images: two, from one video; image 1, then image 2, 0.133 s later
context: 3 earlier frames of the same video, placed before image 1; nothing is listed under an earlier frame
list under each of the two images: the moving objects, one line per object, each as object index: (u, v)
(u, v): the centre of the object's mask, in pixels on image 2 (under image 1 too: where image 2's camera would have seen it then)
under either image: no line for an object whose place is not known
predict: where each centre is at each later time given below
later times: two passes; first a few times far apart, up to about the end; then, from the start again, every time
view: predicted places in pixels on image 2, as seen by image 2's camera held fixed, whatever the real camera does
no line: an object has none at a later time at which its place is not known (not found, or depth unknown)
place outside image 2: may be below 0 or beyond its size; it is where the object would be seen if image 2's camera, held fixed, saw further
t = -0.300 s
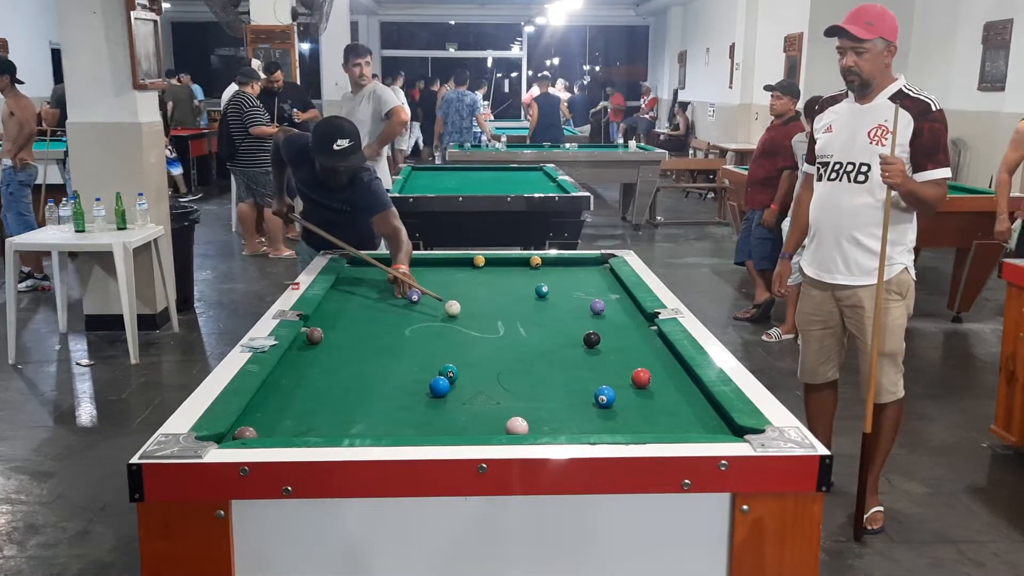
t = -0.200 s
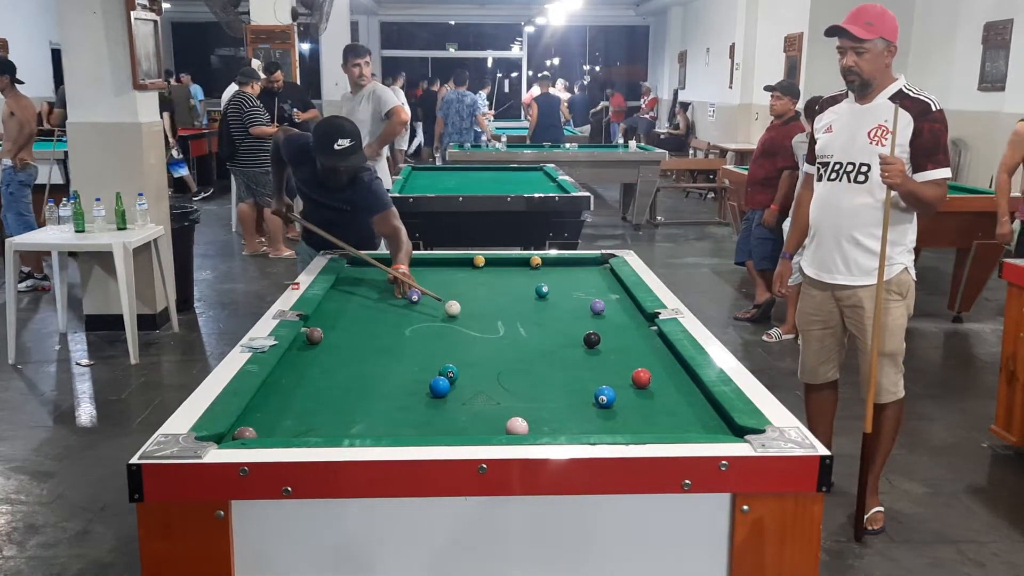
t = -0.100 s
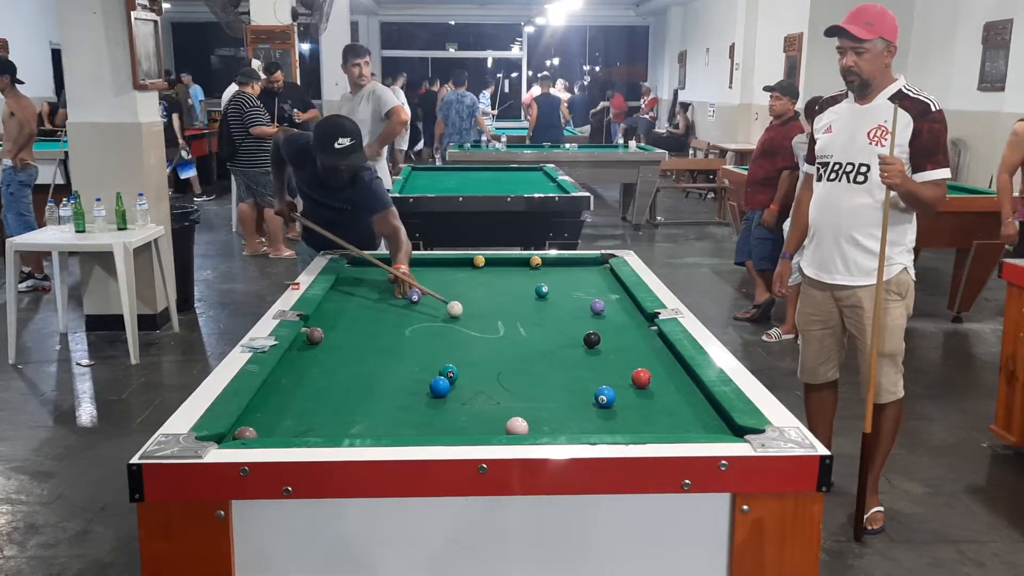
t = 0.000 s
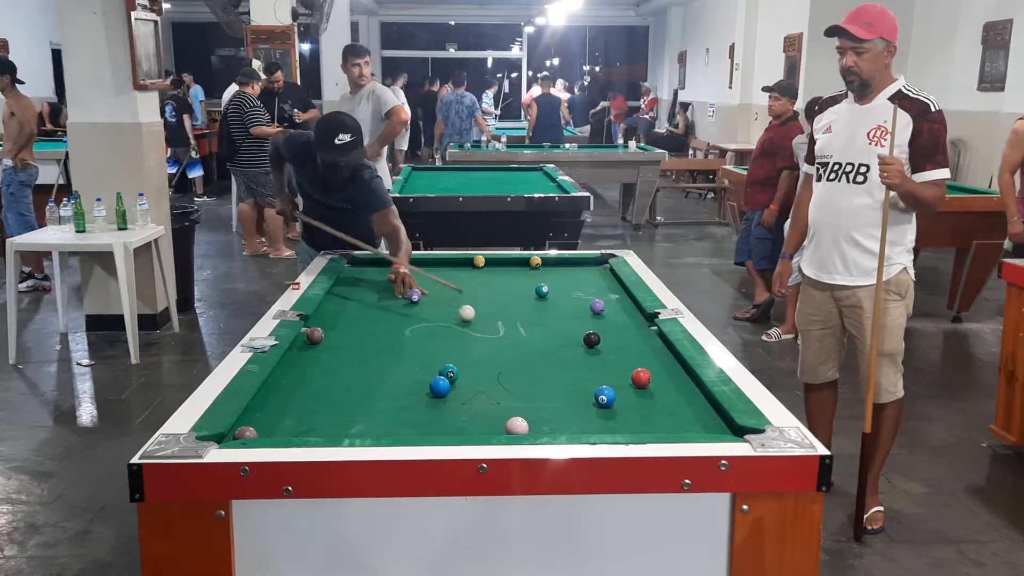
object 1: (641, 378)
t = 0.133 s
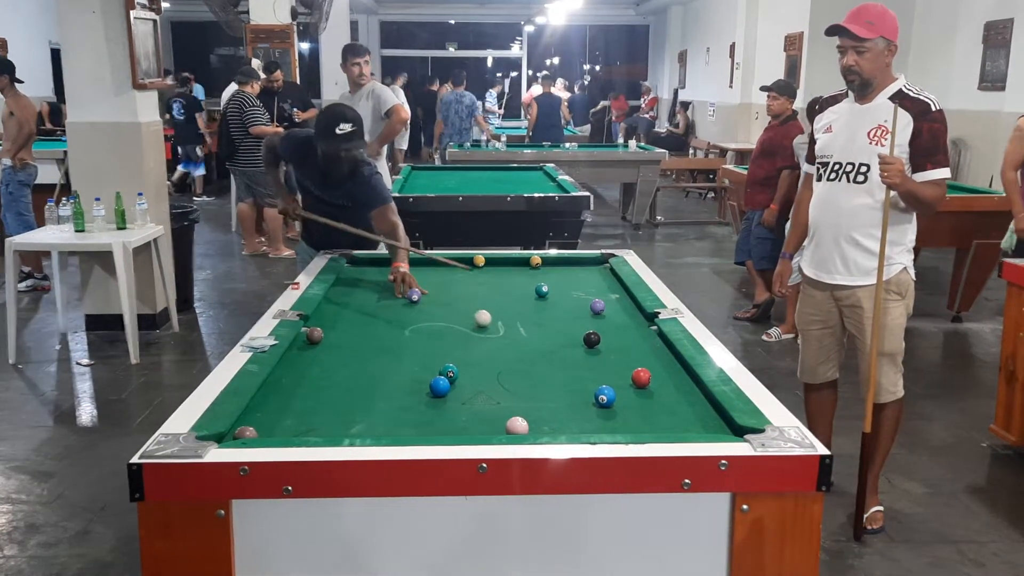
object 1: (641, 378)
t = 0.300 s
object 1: (641, 378)
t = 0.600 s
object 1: (641, 378)
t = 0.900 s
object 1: (641, 378)
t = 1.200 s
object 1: (641, 378)
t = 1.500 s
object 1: (651, 387)
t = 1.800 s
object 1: (661, 398)
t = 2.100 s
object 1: (672, 408)
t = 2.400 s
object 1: (683, 416)
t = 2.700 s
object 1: (691, 423)
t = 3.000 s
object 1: (698, 425)
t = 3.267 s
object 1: (704, 427)
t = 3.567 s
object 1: (706, 428)
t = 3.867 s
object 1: (706, 429)
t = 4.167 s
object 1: (705, 428)
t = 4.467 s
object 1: (705, 428)
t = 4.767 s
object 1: (704, 428)
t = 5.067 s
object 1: (704, 428)
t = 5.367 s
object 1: (705, 428)
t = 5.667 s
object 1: (705, 428)
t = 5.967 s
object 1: (704, 428)
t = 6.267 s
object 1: (704, 428)
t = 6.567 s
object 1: (705, 428)
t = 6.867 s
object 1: (705, 428)
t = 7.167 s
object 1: (704, 428)
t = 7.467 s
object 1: (705, 428)
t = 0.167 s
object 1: (641, 378)
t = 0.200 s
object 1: (641, 378)
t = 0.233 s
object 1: (641, 378)
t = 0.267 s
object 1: (641, 378)
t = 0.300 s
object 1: (641, 378)
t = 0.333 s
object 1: (641, 378)
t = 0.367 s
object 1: (641, 378)
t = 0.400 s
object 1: (641, 378)
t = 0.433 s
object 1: (641, 378)
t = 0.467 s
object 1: (641, 378)
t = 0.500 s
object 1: (641, 378)
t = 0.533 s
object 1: (641, 378)
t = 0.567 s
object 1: (641, 378)
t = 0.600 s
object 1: (641, 378)
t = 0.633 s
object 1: (641, 378)
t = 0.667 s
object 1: (641, 378)
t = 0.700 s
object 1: (641, 378)
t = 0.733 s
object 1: (641, 378)
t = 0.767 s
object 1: (641, 378)
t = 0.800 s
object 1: (641, 378)
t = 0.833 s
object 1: (641, 378)
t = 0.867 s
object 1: (641, 378)
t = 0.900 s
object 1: (641, 378)
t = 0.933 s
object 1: (641, 378)
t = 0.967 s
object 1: (641, 378)
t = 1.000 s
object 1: (641, 378)
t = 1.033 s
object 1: (641, 378)
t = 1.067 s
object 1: (641, 378)
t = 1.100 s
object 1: (641, 378)
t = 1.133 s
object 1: (641, 378)
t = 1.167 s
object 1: (641, 378)
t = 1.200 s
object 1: (641, 378)
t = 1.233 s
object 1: (641, 378)
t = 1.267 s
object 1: (641, 378)
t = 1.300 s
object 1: (643, 380)
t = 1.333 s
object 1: (644, 381)
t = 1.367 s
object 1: (646, 383)
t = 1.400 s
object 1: (647, 384)
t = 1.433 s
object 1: (648, 385)
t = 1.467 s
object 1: (649, 386)
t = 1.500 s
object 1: (651, 387)
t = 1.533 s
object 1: (652, 389)
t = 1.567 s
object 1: (653, 390)
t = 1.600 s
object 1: (654, 391)
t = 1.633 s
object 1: (656, 392)
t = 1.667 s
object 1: (657, 393)
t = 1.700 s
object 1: (658, 394)
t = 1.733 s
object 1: (659, 396)
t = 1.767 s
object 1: (660, 397)
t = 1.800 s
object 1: (661, 398)
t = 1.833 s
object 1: (663, 399)
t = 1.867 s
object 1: (664, 400)
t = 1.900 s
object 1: (665, 401)
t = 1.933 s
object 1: (666, 403)
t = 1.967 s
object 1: (668, 404)
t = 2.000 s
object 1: (669, 405)
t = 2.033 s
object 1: (670, 406)
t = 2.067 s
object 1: (671, 407)
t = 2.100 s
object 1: (672, 408)
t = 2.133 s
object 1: (674, 409)
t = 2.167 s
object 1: (675, 410)
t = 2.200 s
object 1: (676, 411)
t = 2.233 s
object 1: (677, 412)
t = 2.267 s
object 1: (678, 413)
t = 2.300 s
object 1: (680, 413)
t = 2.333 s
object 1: (681, 414)
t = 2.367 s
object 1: (682, 415)
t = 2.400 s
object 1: (683, 416)
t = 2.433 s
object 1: (684, 417)
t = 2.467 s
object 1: (685, 417)
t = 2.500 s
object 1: (686, 419)
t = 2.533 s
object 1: (686, 420)
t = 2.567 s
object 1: (687, 420)
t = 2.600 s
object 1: (688, 421)
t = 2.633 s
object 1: (689, 422)
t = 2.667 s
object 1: (690, 422)
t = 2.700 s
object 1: (691, 423)
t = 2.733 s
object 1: (692, 423)
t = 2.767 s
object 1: (693, 423)
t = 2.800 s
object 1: (694, 423)
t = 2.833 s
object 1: (695, 424)
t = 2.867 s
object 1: (695, 424)
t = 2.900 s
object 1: (696, 425)
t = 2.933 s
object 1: (697, 425)
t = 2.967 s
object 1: (698, 425)
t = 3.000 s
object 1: (698, 425)
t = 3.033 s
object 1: (699, 426)
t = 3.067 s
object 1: (699, 426)
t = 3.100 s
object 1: (700, 426)
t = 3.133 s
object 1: (701, 426)
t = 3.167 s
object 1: (702, 426)
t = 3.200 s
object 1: (702, 426)
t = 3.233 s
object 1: (703, 427)
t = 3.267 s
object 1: (704, 427)
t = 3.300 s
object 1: (704, 427)
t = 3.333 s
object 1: (705, 427)
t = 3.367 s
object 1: (705, 427)
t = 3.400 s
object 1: (705, 428)
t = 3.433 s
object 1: (706, 428)
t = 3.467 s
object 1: (706, 428)
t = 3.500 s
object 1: (706, 428)
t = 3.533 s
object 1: (706, 428)
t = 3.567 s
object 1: (706, 428)
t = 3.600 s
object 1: (707, 428)
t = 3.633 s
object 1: (706, 428)
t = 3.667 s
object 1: (707, 428)
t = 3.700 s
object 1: (707, 428)
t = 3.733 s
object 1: (706, 429)
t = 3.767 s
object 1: (706, 428)
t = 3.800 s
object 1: (706, 428)
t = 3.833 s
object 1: (706, 428)
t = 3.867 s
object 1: (706, 429)
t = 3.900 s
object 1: (706, 428)
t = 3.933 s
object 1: (706, 428)
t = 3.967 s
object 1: (706, 428)
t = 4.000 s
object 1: (705, 428)
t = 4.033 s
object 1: (705, 428)
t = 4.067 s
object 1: (705, 429)
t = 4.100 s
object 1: (705, 428)
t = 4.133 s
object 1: (705, 429)
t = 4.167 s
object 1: (705, 428)
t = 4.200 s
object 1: (705, 429)
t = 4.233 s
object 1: (705, 429)
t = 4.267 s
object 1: (705, 429)
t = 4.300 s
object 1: (704, 428)
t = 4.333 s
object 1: (705, 428)
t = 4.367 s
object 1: (704, 428)
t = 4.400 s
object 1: (705, 428)
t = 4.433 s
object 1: (705, 428)
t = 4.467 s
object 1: (705, 428)
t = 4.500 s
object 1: (705, 428)
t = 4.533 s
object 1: (705, 428)
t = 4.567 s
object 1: (705, 428)
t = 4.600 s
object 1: (705, 428)
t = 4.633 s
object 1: (705, 428)
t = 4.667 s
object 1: (705, 428)
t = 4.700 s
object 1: (704, 428)
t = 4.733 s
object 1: (704, 428)
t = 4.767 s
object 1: (704, 428)
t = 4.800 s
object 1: (705, 428)
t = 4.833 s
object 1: (706, 428)
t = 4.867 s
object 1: (706, 428)
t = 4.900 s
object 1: (706, 428)
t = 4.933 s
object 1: (705, 428)
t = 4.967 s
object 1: (705, 428)
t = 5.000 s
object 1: (705, 429)
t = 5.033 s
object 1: (705, 428)
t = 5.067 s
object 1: (704, 428)
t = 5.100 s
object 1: (704, 428)
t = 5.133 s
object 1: (705, 428)
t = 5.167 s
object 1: (705, 428)
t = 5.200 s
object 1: (704, 428)
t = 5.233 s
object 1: (704, 428)
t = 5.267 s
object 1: (704, 428)
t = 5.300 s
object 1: (705, 428)
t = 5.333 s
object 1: (704, 428)
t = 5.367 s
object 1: (705, 428)
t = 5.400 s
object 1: (705, 428)
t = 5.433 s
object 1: (705, 428)
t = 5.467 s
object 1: (705, 428)
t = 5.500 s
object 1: (705, 428)
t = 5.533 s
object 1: (705, 428)
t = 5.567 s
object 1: (705, 428)
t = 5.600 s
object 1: (705, 428)
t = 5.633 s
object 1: (705, 428)
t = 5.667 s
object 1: (705, 428)
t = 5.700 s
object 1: (704, 428)
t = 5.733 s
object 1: (704, 428)
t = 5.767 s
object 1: (705, 428)
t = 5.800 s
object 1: (705, 428)
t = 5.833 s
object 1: (704, 428)
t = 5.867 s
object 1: (704, 428)
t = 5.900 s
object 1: (704, 428)
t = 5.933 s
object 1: (704, 428)
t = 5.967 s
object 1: (704, 428)
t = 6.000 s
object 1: (704, 428)
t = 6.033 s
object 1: (704, 428)
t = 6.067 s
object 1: (704, 428)
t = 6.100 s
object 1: (704, 428)
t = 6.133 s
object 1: (704, 428)
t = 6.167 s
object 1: (704, 428)
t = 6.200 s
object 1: (704, 428)
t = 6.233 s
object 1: (704, 428)
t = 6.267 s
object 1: (704, 428)
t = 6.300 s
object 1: (705, 428)
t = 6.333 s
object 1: (706, 428)
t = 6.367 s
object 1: (706, 428)
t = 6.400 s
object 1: (706, 429)
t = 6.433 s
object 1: (705, 428)
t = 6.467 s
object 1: (705, 428)
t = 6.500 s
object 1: (704, 428)
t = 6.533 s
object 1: (704, 428)
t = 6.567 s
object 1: (705, 428)
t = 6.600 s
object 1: (705, 428)
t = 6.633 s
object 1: (705, 428)
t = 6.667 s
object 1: (705, 428)
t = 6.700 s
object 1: (704, 428)
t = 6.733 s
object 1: (704, 428)
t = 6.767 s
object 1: (705, 428)
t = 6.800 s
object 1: (705, 428)
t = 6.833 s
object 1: (705, 428)
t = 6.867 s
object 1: (705, 428)
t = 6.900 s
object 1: (705, 428)
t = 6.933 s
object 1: (705, 428)
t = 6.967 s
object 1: (705, 428)
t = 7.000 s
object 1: (705, 428)
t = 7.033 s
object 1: (705, 428)
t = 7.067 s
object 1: (704, 428)
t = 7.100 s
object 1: (704, 428)
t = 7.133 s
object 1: (704, 428)
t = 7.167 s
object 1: (704, 428)
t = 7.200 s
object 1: (705, 428)
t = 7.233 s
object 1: (705, 428)
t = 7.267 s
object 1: (704, 428)
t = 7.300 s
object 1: (704, 428)
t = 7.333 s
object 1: (704, 428)
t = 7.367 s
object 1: (704, 428)
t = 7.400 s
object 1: (705, 428)
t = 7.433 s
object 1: (705, 428)
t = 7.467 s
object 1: (705, 428)
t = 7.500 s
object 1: (704, 428)
